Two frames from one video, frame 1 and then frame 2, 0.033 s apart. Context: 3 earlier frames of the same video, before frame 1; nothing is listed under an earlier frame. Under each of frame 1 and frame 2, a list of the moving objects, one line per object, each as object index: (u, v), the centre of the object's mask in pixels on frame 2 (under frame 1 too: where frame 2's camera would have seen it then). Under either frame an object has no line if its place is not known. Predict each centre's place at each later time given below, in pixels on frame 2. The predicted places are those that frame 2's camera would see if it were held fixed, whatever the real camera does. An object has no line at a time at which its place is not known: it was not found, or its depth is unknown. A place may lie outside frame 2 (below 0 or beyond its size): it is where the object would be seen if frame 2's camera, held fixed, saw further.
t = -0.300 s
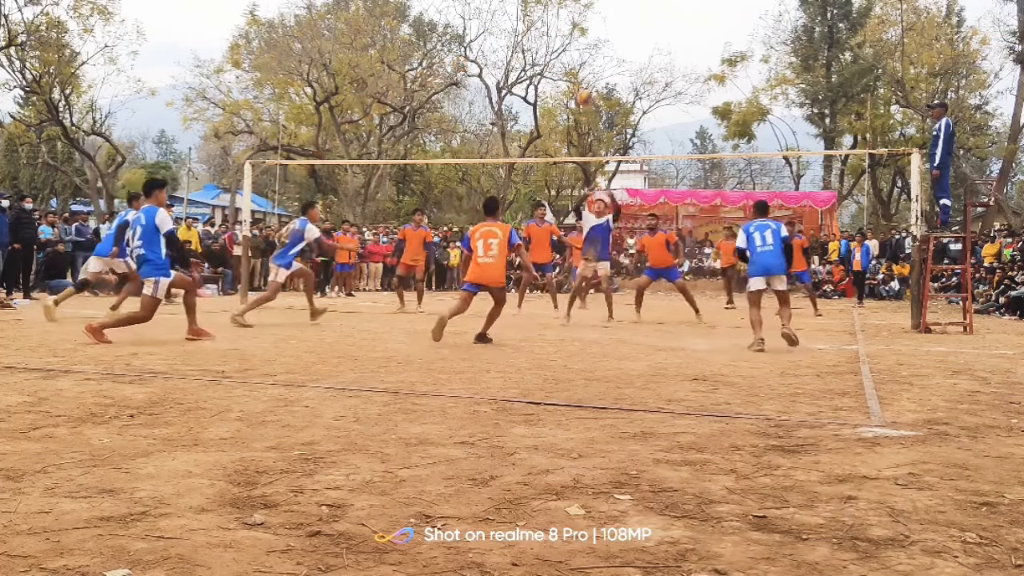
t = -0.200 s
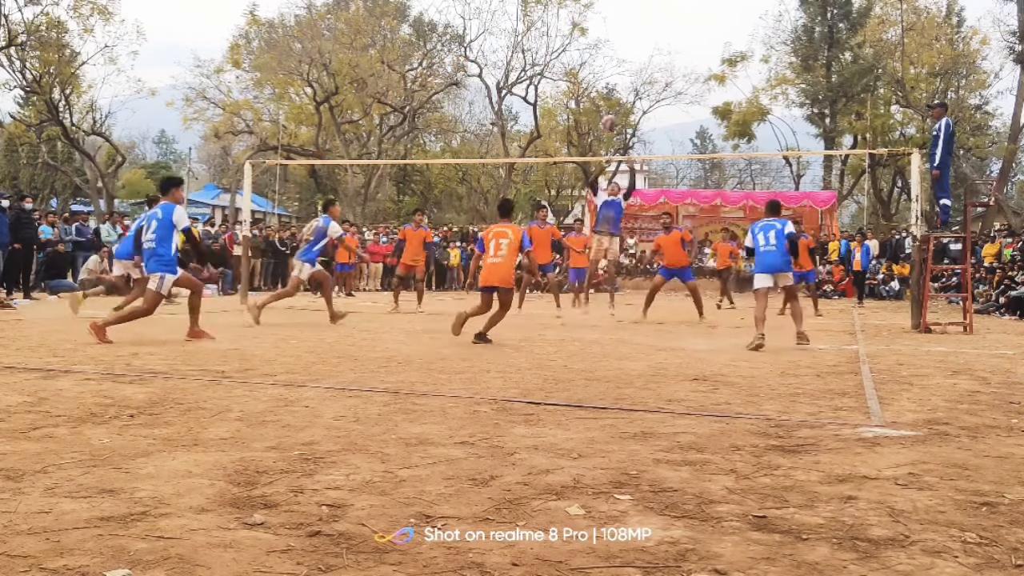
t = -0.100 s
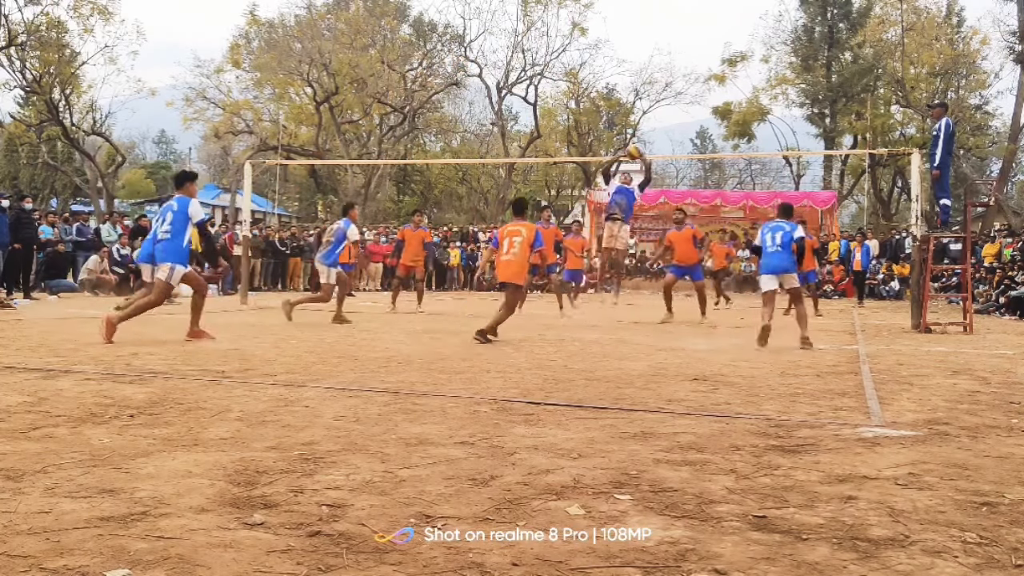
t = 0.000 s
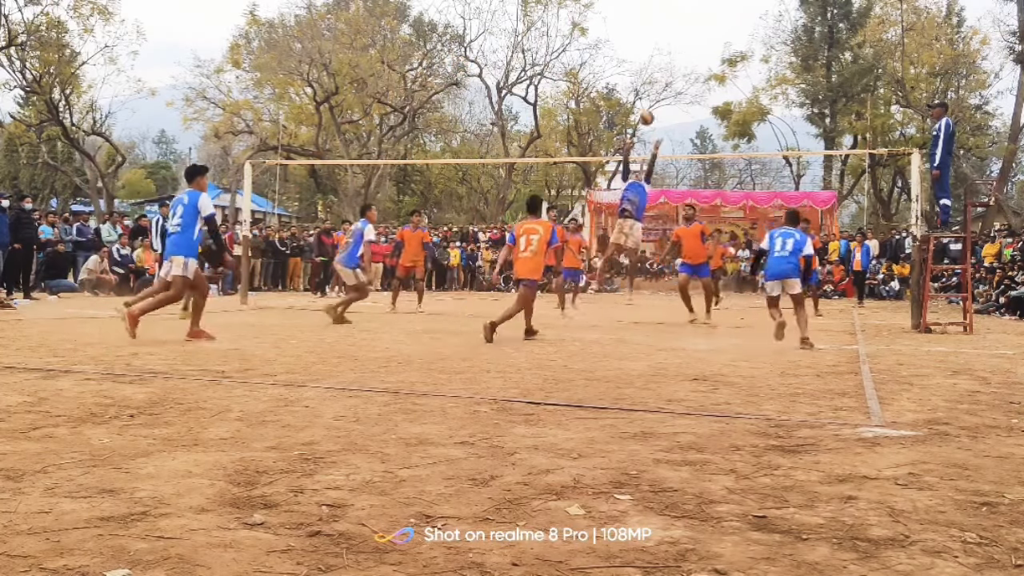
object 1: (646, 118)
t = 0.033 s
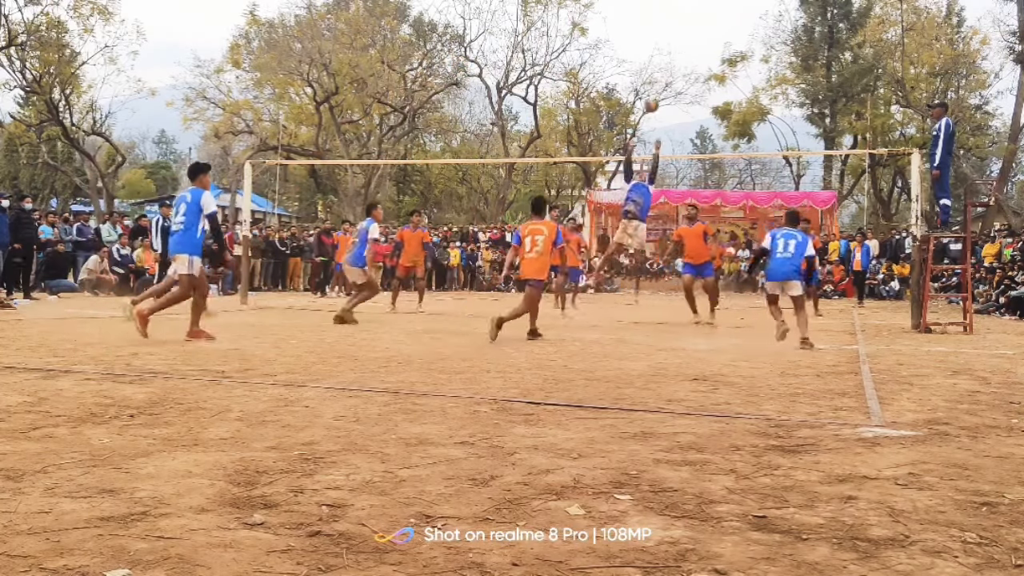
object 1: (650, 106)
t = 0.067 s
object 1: (656, 92)
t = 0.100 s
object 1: (660, 82)
